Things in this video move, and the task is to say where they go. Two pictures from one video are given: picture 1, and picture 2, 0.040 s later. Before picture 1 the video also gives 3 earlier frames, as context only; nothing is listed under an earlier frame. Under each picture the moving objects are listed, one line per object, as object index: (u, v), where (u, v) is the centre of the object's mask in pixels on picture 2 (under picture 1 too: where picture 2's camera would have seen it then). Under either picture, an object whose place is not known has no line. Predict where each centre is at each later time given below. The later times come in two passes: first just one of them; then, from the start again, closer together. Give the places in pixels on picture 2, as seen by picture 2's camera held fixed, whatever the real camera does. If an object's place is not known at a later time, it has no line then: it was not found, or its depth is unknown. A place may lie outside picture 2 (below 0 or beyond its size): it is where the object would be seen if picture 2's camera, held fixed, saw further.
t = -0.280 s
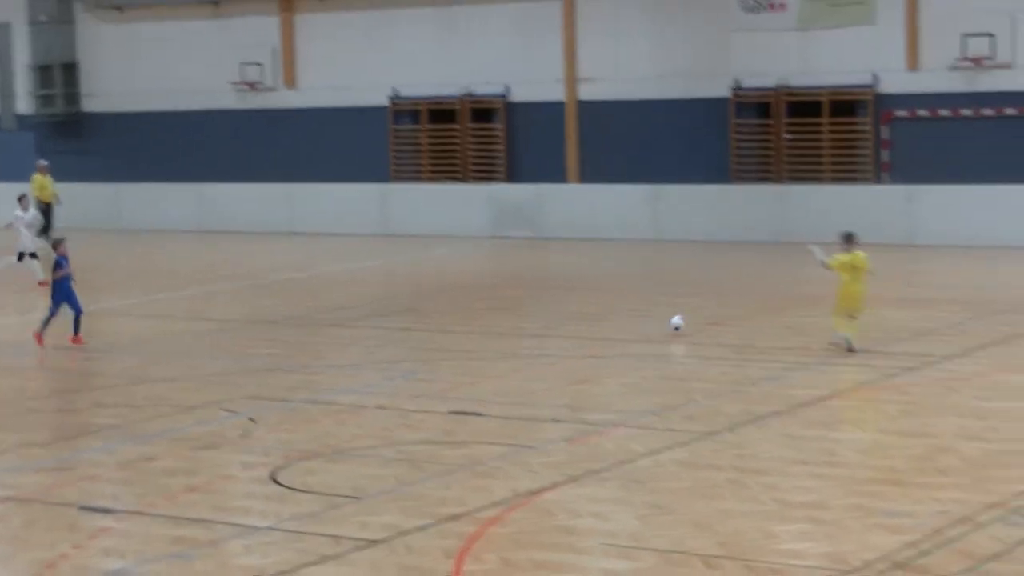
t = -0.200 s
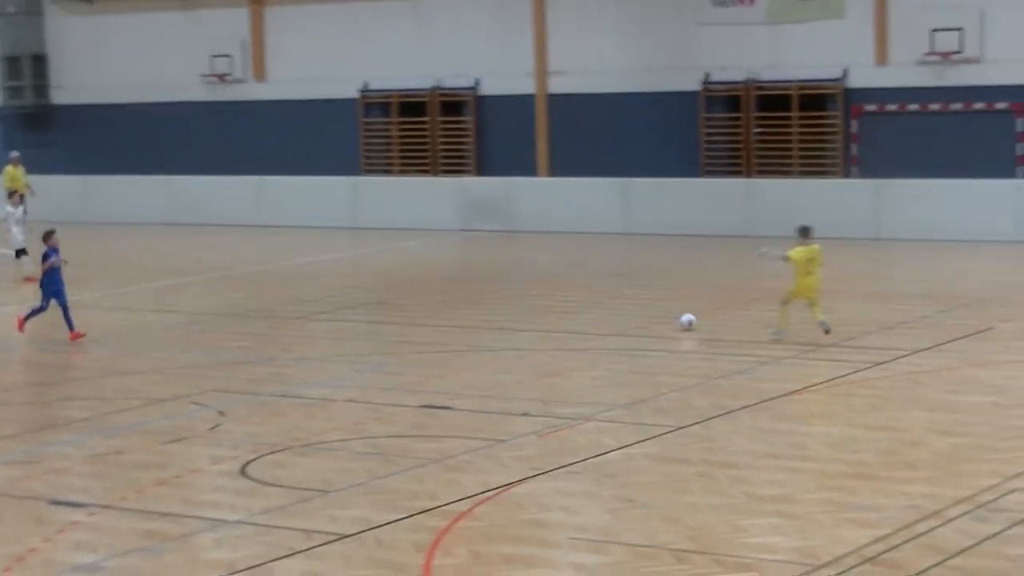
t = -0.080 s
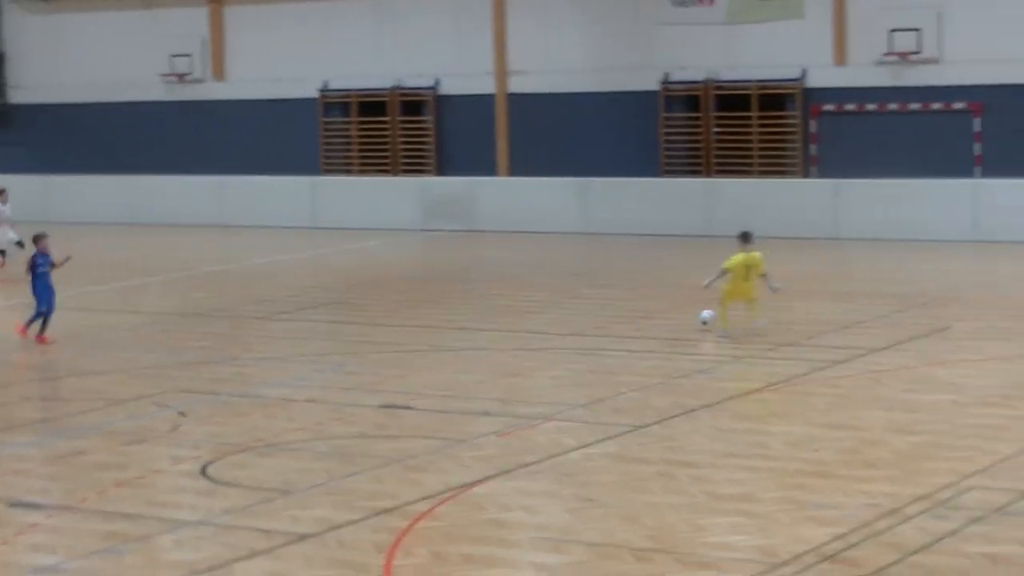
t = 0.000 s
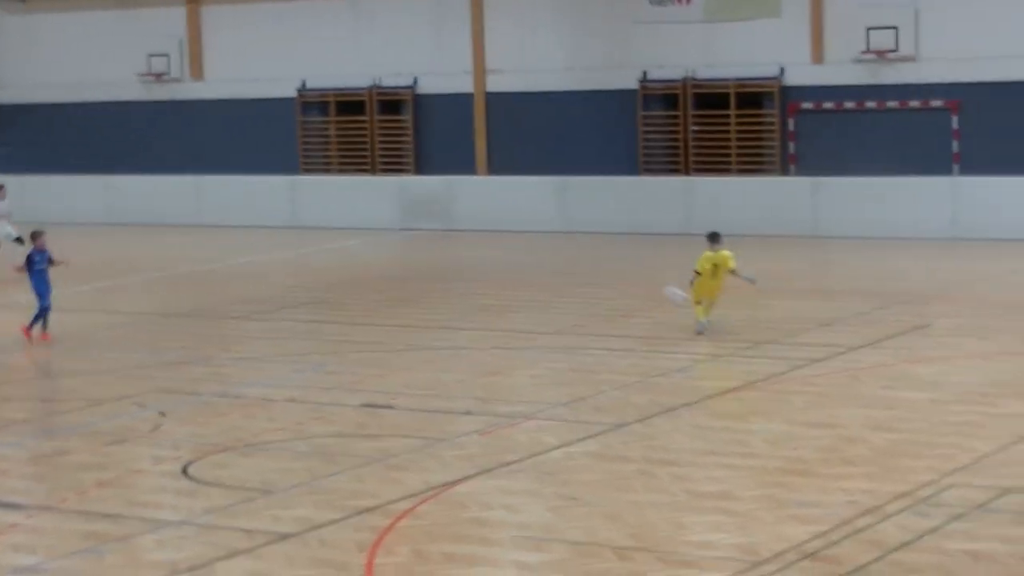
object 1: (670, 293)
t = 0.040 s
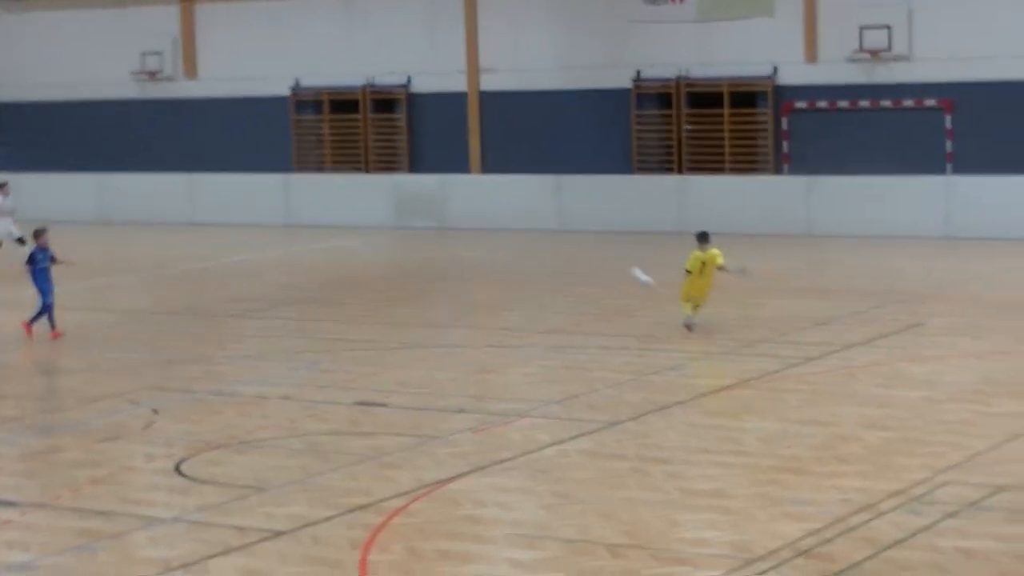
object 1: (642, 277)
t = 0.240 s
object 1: (506, 211)
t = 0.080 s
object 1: (612, 260)
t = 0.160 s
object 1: (558, 232)
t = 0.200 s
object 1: (532, 222)
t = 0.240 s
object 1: (506, 211)
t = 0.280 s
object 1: (483, 201)
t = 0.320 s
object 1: (456, 193)
